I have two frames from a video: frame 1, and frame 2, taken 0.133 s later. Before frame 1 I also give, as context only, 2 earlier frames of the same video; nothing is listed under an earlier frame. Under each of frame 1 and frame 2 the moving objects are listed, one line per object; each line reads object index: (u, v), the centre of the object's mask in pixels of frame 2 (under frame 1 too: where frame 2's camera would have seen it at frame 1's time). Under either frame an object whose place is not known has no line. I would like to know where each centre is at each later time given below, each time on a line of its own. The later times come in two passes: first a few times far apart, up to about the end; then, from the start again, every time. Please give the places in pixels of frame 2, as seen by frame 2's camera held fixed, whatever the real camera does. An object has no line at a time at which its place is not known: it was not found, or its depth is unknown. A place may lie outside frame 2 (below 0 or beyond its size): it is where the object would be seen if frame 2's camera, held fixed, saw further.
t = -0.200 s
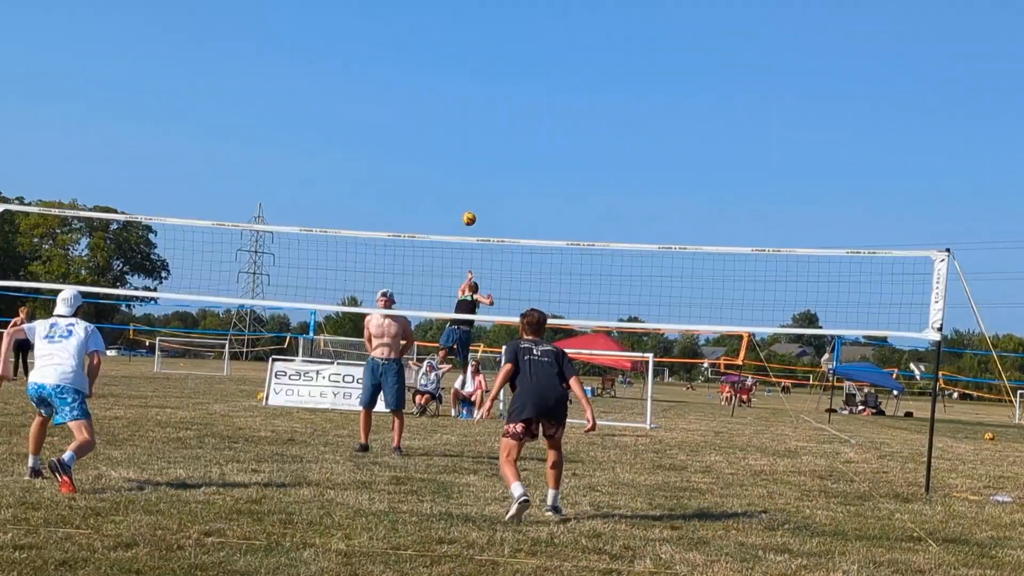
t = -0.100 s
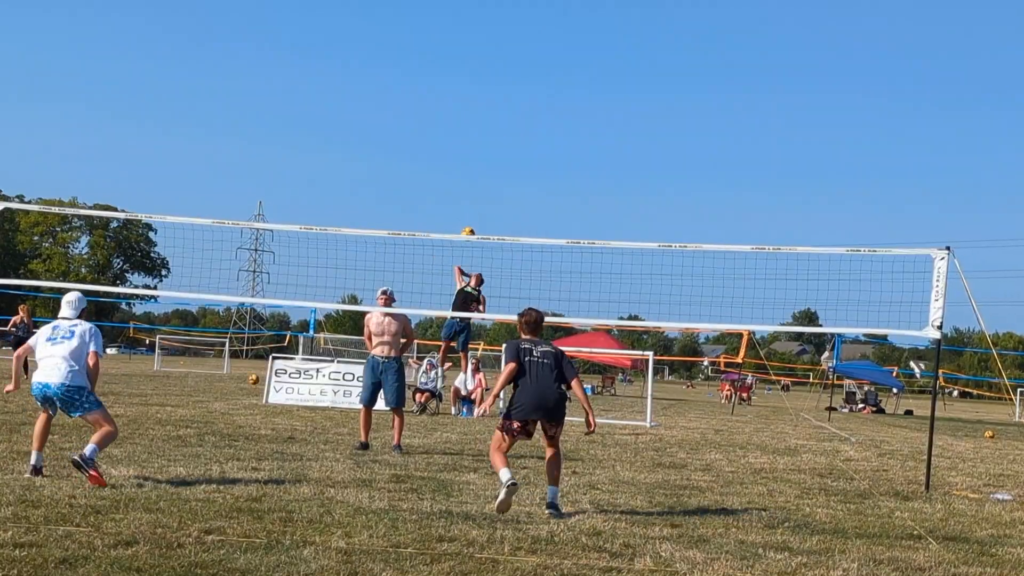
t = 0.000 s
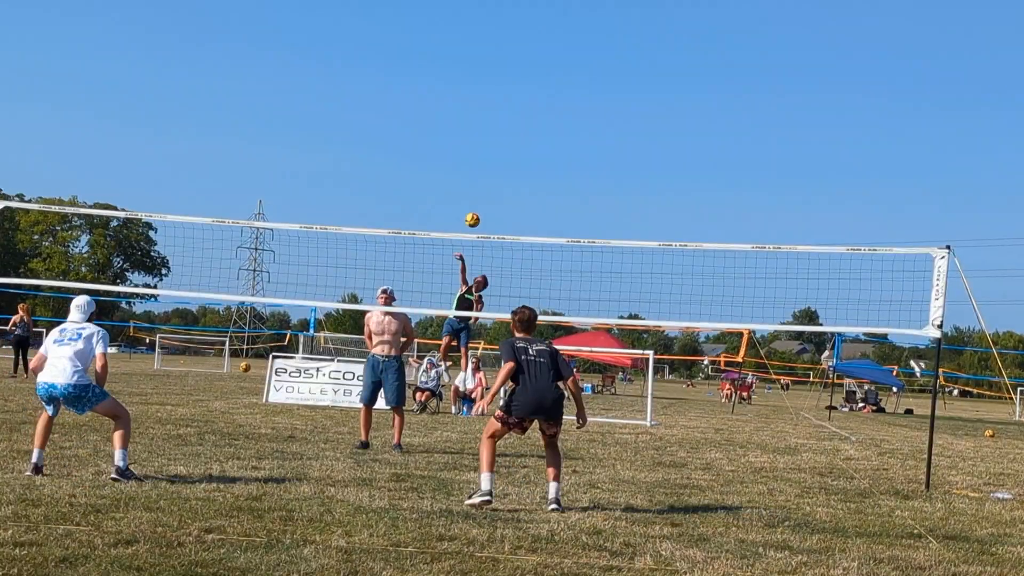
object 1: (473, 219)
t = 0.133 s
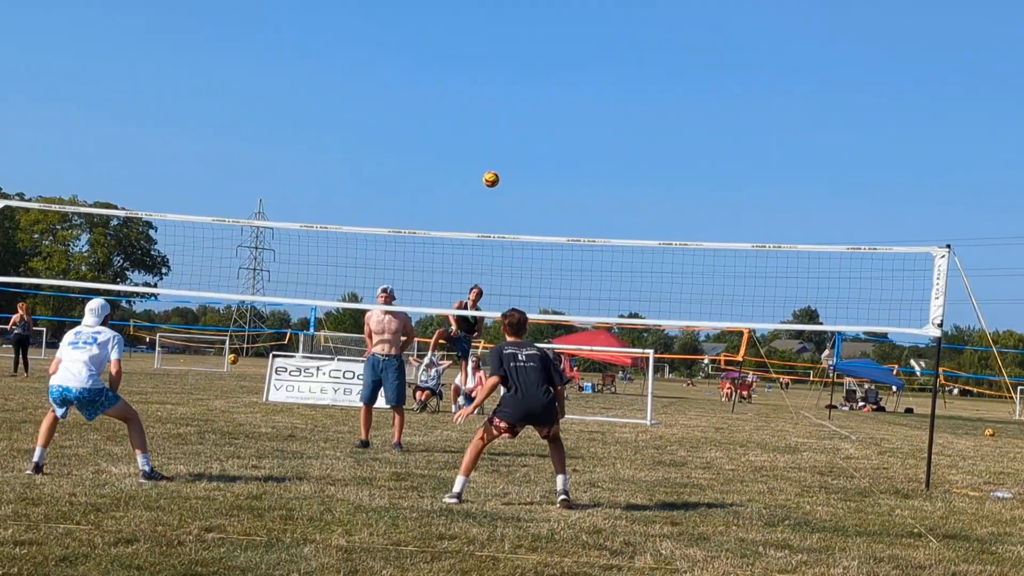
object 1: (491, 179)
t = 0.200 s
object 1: (503, 165)
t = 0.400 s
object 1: (559, 153)
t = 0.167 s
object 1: (497, 172)
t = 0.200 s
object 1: (503, 165)
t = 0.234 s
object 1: (511, 160)
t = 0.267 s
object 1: (519, 156)
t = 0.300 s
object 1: (527, 153)
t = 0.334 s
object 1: (537, 151)
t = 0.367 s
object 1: (548, 151)
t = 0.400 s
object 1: (559, 153)
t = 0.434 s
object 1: (572, 157)
